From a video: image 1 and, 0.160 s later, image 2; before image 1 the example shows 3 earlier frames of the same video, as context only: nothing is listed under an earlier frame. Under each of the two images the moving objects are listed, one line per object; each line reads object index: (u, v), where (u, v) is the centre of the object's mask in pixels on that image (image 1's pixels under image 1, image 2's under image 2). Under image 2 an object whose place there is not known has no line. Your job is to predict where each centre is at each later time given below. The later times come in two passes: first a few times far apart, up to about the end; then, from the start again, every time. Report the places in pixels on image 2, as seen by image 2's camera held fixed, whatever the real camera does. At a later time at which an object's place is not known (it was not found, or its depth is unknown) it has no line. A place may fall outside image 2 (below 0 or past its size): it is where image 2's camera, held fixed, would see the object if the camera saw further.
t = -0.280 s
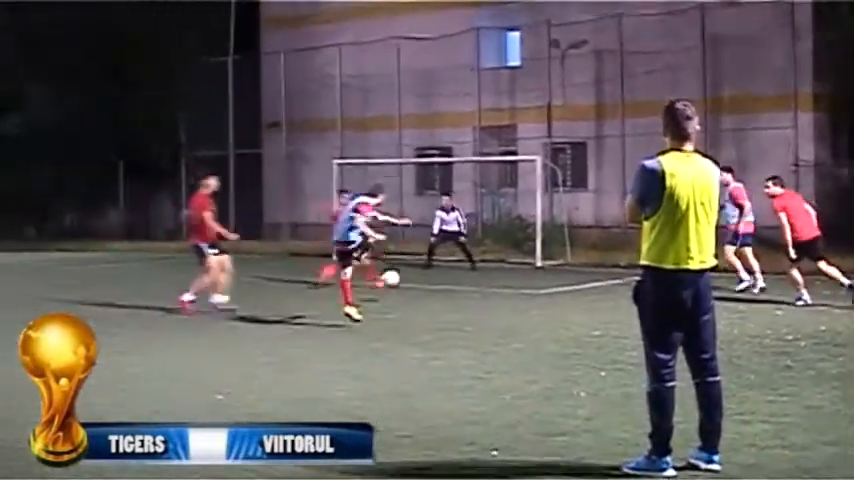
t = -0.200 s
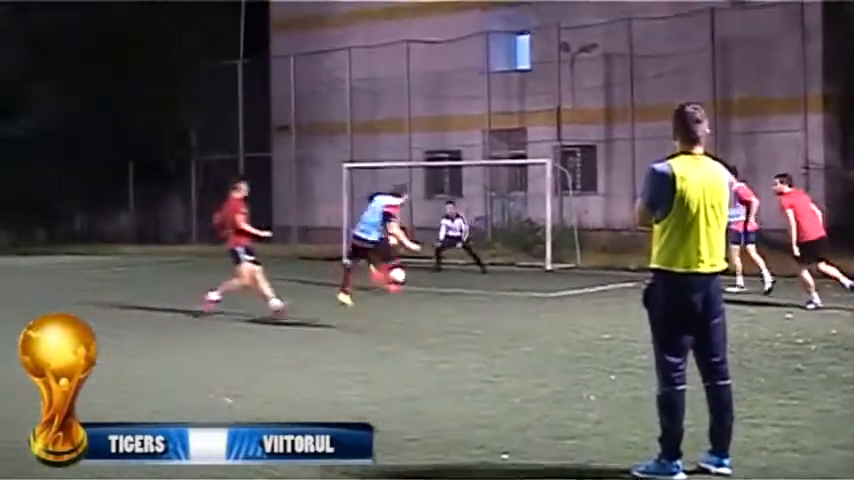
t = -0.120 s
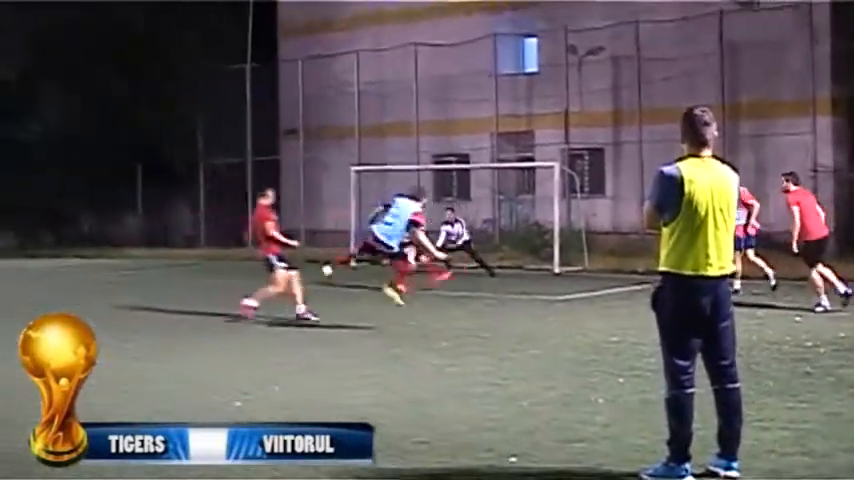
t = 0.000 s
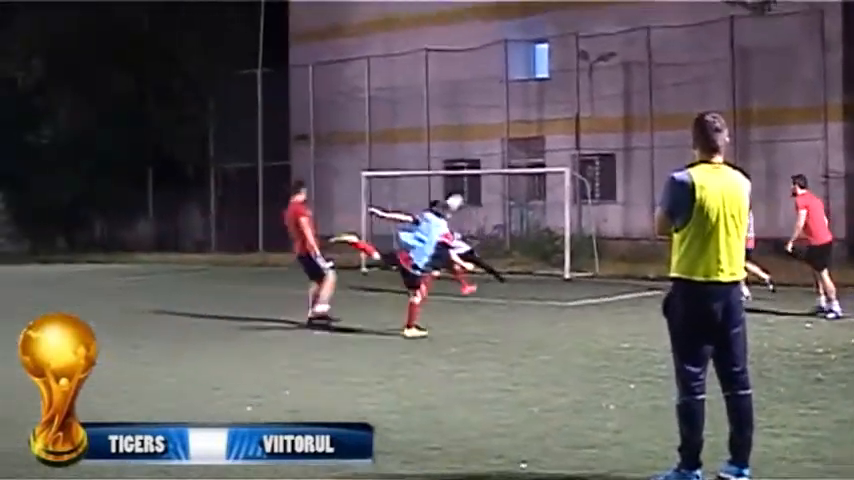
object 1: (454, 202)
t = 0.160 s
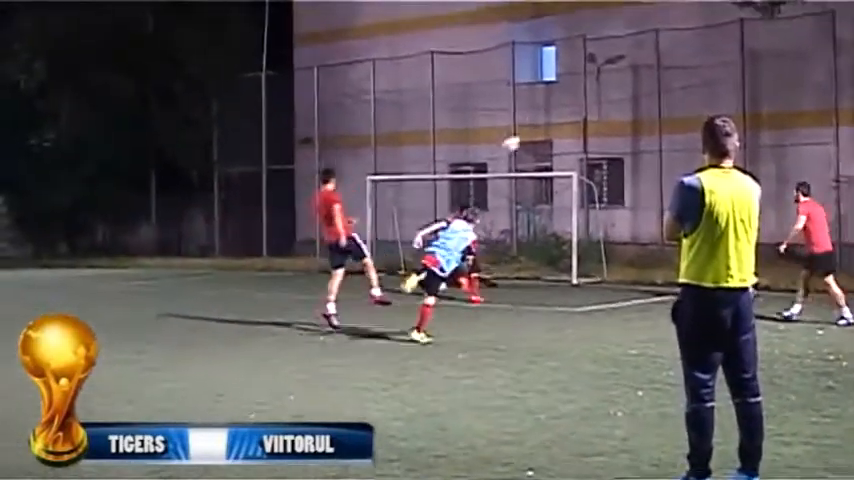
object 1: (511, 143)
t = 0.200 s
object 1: (524, 130)
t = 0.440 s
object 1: (602, 66)
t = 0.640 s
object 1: (670, 45)
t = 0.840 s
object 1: (735, 52)
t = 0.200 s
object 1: (524, 130)
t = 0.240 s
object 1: (538, 115)
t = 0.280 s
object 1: (550, 104)
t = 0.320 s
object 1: (562, 93)
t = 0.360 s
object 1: (575, 83)
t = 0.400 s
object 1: (589, 75)
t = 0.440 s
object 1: (602, 66)
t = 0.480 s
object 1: (616, 59)
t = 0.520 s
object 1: (630, 54)
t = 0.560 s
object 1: (643, 49)
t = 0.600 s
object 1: (658, 47)
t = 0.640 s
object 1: (670, 45)
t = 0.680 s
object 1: (684, 44)
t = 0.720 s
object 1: (696, 43)
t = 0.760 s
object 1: (709, 46)
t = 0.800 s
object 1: (722, 49)
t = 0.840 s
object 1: (735, 52)
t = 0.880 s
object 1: (747, 57)
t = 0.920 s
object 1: (760, 63)
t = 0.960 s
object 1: (773, 71)
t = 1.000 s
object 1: (785, 79)
